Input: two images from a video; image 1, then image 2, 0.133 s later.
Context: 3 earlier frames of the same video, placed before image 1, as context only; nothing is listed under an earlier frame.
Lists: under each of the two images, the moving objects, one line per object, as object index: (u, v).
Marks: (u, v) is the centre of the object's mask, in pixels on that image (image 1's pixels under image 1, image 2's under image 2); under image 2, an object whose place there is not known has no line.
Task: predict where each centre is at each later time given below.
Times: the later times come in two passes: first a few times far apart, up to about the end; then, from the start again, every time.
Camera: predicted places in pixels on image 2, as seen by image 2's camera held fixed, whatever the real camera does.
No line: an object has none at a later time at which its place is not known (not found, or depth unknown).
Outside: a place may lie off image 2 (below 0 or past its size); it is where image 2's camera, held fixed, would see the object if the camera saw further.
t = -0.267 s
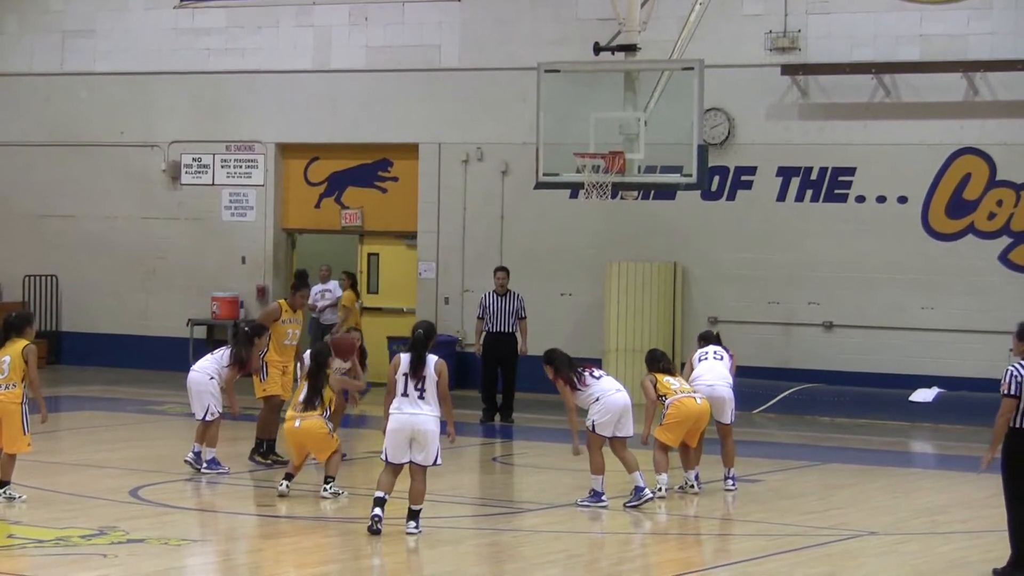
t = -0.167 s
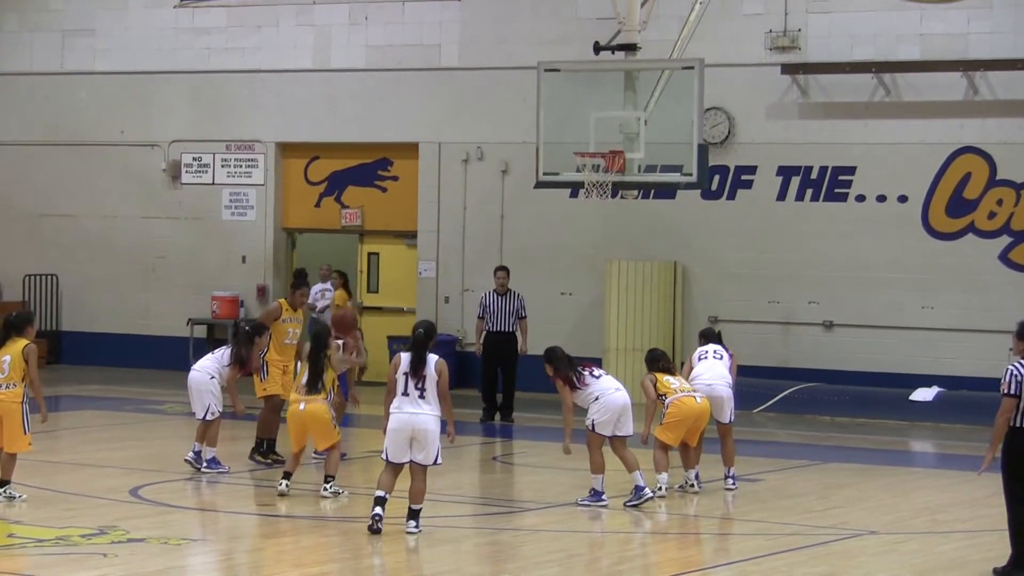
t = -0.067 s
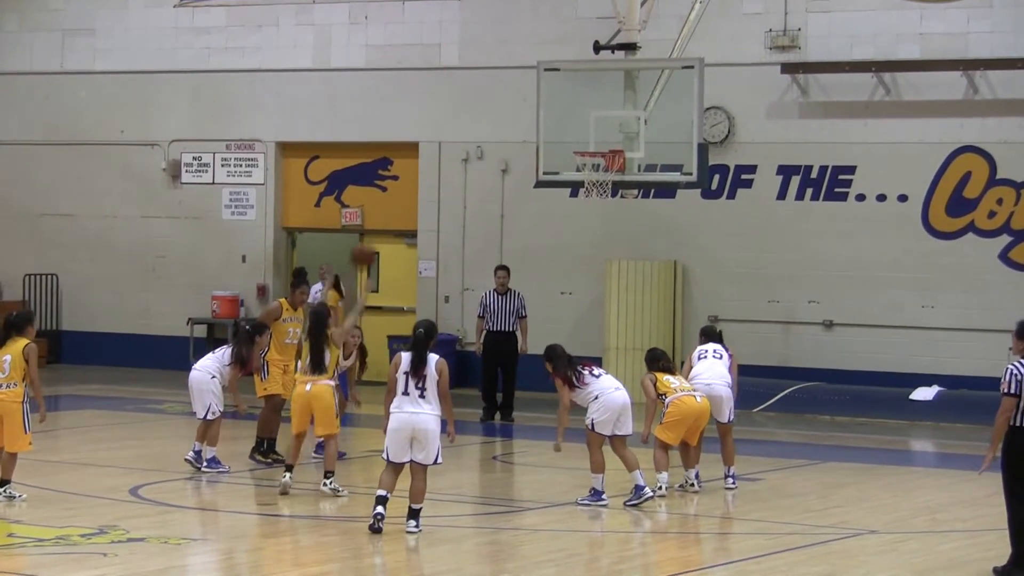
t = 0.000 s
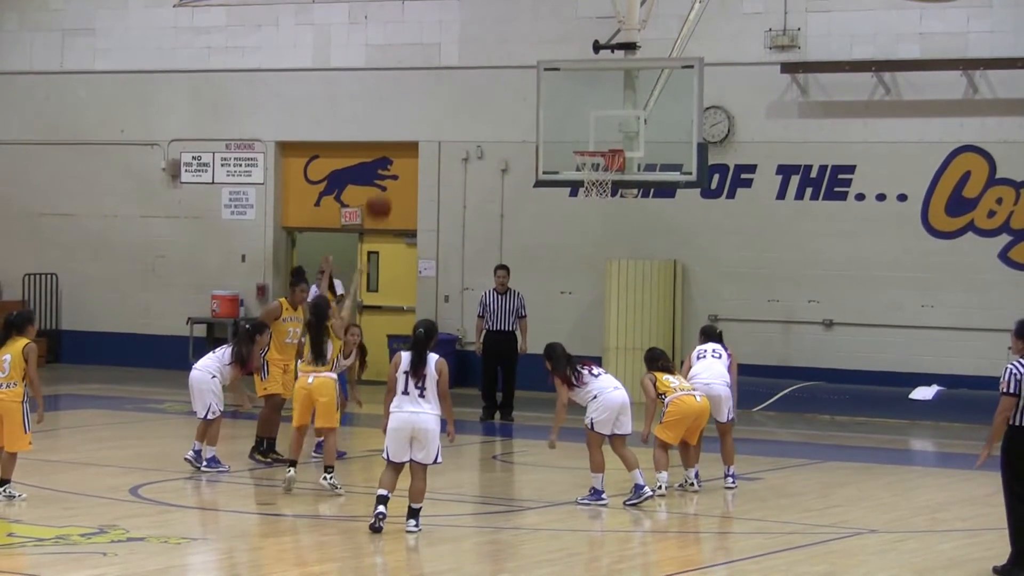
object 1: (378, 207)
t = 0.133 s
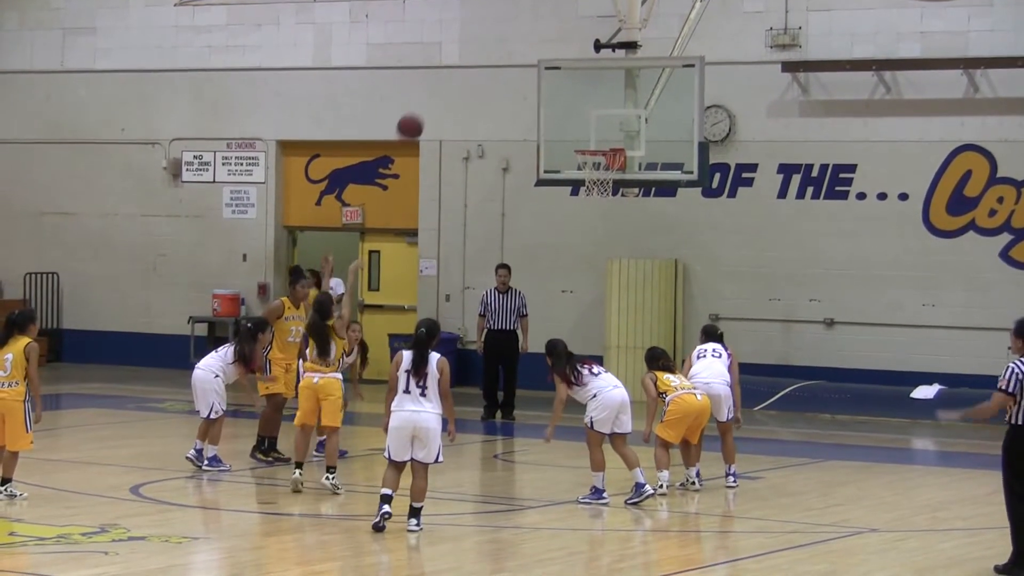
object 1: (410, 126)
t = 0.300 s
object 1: (446, 59)
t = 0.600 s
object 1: (506, 15)
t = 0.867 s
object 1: (555, 56)
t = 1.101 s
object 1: (594, 146)
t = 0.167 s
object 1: (417, 111)
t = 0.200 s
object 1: (425, 96)
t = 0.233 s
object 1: (432, 82)
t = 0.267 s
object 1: (440, 69)
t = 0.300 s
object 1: (446, 59)
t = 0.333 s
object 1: (453, 49)
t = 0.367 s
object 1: (460, 40)
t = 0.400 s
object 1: (467, 33)
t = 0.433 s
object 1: (474, 27)
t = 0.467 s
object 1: (481, 22)
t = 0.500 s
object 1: (487, 19)
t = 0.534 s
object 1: (493, 16)
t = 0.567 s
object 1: (500, 15)
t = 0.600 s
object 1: (506, 15)
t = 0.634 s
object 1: (513, 16)
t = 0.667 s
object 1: (519, 18)
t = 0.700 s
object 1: (525, 22)
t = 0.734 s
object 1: (531, 26)
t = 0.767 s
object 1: (537, 32)
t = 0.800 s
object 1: (543, 39)
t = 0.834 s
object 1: (549, 47)
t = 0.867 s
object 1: (555, 56)
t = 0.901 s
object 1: (561, 65)
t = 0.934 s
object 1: (567, 77)
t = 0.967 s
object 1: (572, 89)
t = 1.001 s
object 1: (577, 102)
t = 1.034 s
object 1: (583, 116)
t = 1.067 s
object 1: (588, 132)
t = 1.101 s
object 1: (594, 146)
